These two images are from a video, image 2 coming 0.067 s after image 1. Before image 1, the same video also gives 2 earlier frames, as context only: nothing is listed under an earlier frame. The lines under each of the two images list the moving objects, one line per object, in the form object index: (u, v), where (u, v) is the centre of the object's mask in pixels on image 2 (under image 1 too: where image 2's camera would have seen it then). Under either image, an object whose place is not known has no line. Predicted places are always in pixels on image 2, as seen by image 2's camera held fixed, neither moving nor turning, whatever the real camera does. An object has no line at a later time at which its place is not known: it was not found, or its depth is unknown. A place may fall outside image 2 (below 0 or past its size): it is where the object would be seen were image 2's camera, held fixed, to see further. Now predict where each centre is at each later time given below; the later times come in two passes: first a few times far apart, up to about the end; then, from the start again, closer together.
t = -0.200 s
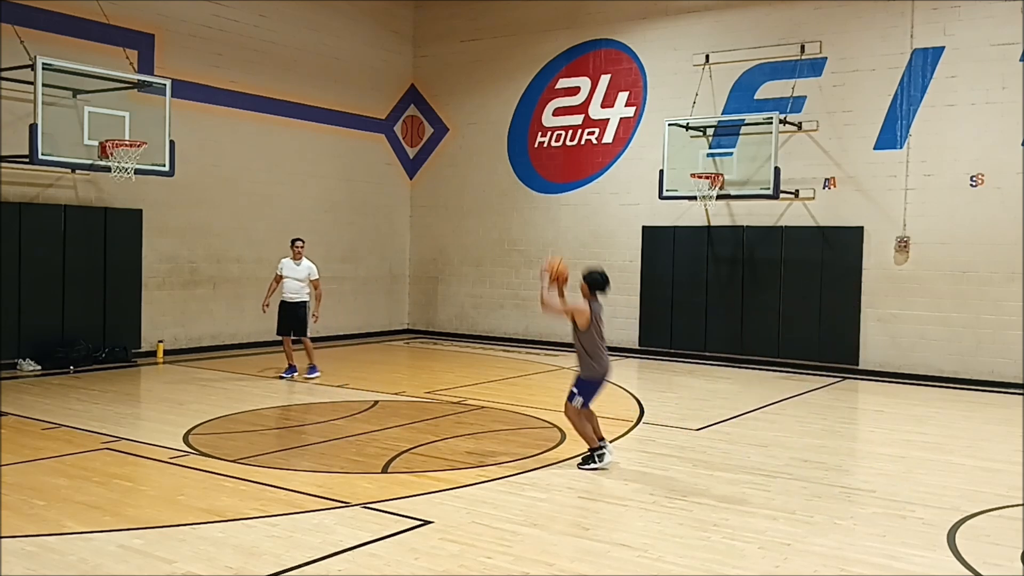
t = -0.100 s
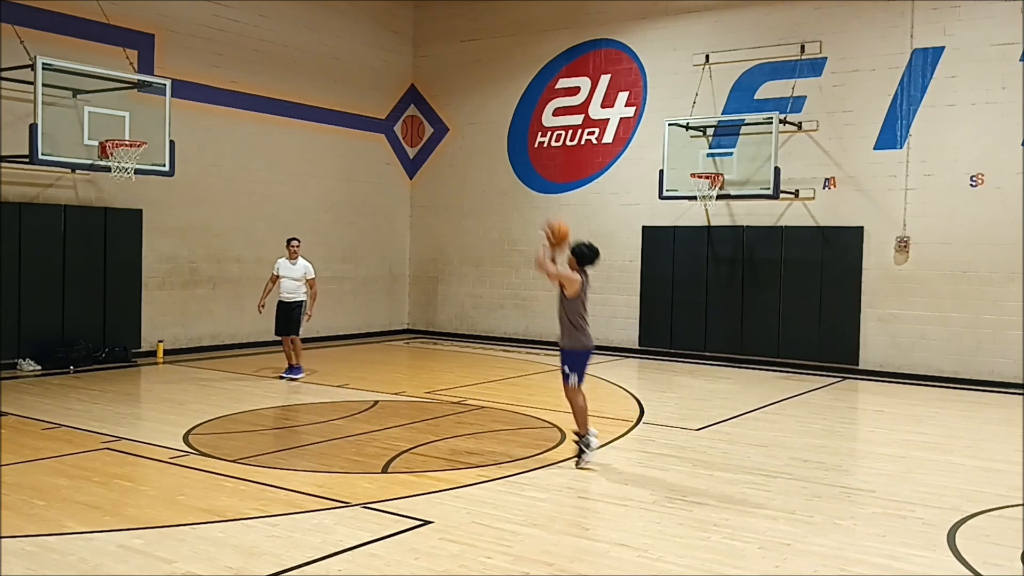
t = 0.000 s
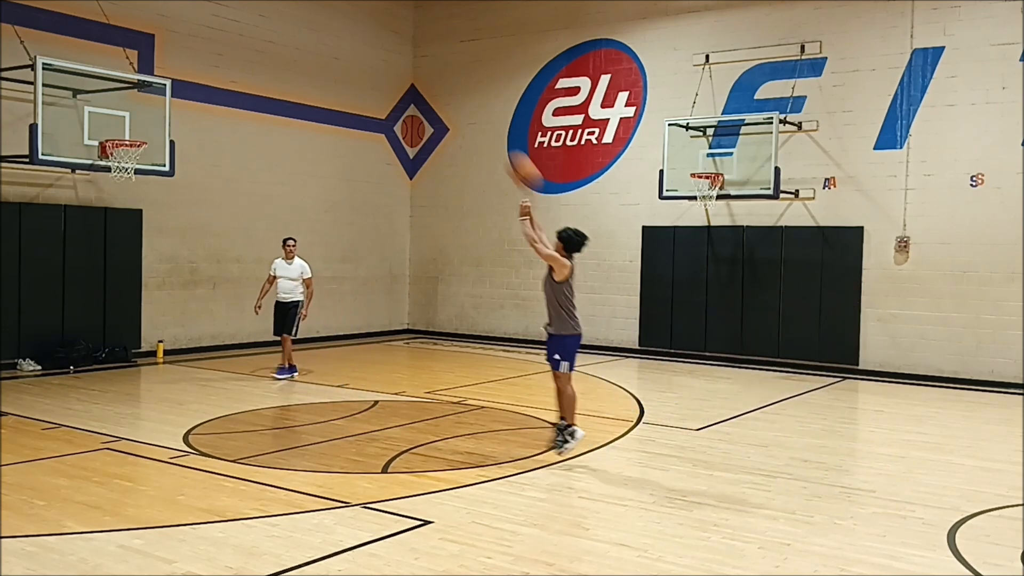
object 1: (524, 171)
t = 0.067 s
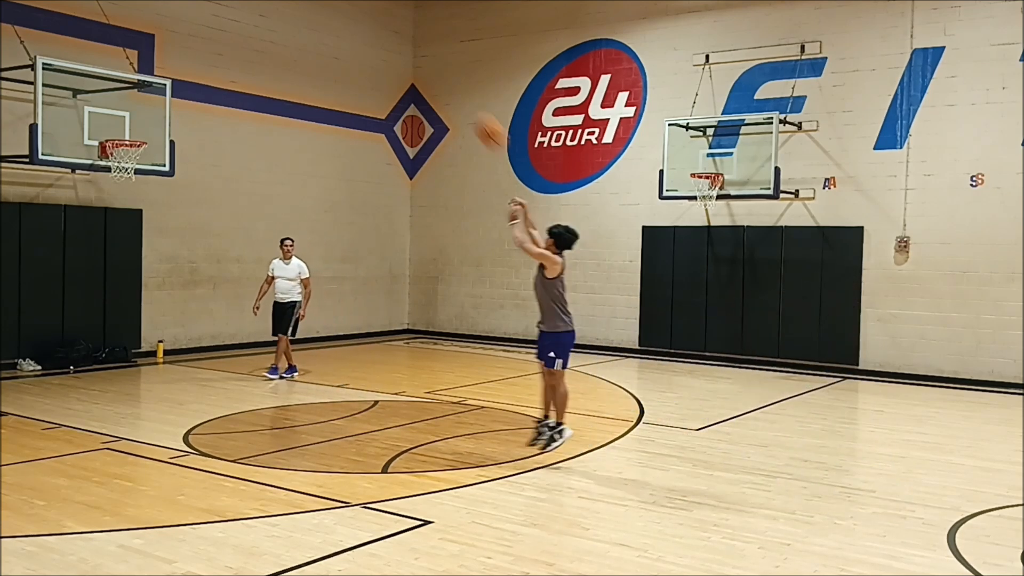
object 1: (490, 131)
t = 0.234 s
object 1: (414, 57)
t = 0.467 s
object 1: (320, 12)
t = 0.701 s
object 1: (241, 21)
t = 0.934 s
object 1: (174, 75)
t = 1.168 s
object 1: (120, 159)
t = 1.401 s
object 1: (122, 255)
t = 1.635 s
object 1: (125, 374)
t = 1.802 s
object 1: (142, 308)
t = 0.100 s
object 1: (474, 114)
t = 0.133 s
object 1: (459, 96)
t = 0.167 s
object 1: (444, 81)
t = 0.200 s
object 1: (429, 67)
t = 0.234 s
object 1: (414, 57)
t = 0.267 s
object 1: (399, 47)
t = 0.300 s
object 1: (385, 38)
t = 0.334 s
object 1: (371, 29)
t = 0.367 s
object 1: (358, 24)
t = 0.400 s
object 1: (345, 18)
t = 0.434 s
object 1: (332, 14)
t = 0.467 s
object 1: (320, 12)
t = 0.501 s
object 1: (308, 10)
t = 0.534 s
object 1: (296, 10)
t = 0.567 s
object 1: (284, 10)
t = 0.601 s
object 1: (273, 11)
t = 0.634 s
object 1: (262, 13)
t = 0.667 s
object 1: (251, 17)
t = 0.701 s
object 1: (241, 21)
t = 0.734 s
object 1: (231, 26)
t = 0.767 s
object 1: (220, 32)
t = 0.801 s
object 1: (210, 39)
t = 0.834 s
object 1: (200, 47)
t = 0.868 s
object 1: (190, 56)
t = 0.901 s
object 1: (182, 65)
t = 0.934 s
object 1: (174, 75)
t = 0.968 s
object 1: (164, 86)
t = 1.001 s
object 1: (153, 99)
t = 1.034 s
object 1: (144, 111)
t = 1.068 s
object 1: (137, 125)
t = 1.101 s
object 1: (128, 135)
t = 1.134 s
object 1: (119, 149)
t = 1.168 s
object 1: (120, 159)
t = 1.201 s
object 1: (120, 178)
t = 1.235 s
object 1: (120, 185)
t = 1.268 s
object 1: (120, 198)
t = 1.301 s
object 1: (121, 213)
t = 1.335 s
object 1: (122, 224)
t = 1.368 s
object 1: (122, 239)
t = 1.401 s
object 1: (122, 255)
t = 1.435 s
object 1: (122, 272)
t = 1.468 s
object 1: (123, 289)
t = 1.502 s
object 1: (123, 308)
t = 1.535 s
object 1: (123, 328)
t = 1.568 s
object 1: (123, 347)
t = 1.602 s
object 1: (123, 367)
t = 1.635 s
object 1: (125, 374)
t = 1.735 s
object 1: (134, 333)
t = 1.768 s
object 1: (138, 320)
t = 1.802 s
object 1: (142, 308)
